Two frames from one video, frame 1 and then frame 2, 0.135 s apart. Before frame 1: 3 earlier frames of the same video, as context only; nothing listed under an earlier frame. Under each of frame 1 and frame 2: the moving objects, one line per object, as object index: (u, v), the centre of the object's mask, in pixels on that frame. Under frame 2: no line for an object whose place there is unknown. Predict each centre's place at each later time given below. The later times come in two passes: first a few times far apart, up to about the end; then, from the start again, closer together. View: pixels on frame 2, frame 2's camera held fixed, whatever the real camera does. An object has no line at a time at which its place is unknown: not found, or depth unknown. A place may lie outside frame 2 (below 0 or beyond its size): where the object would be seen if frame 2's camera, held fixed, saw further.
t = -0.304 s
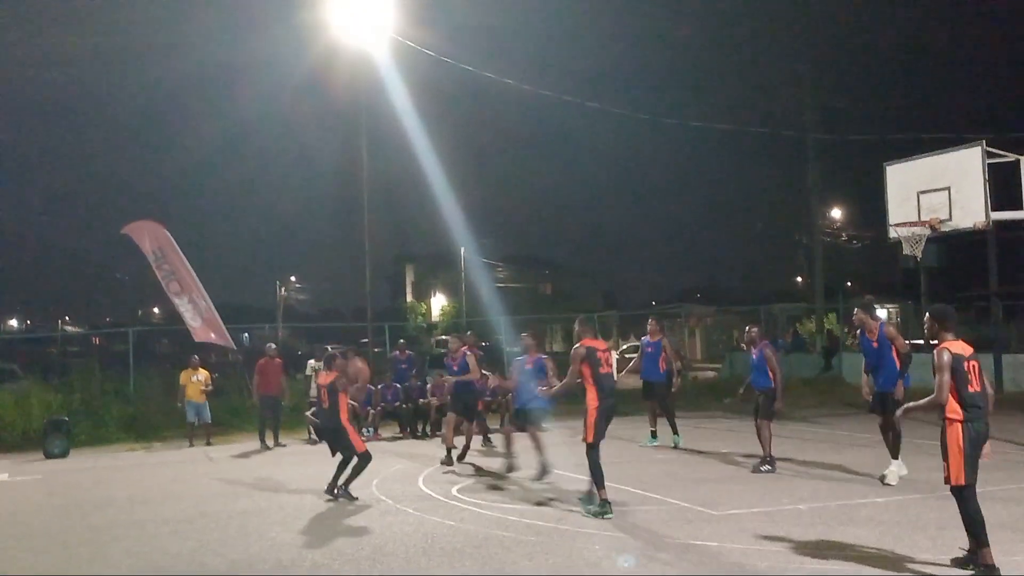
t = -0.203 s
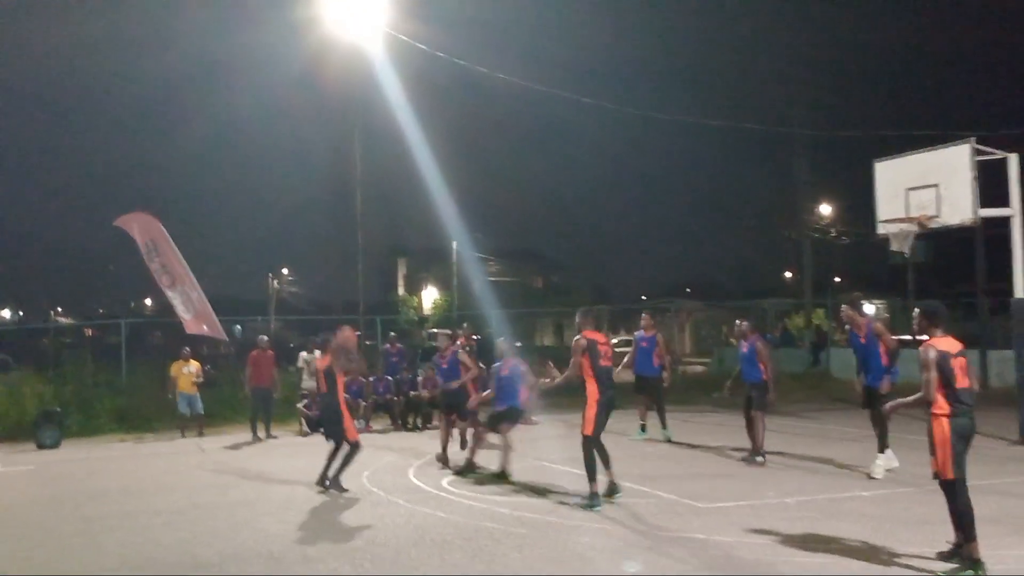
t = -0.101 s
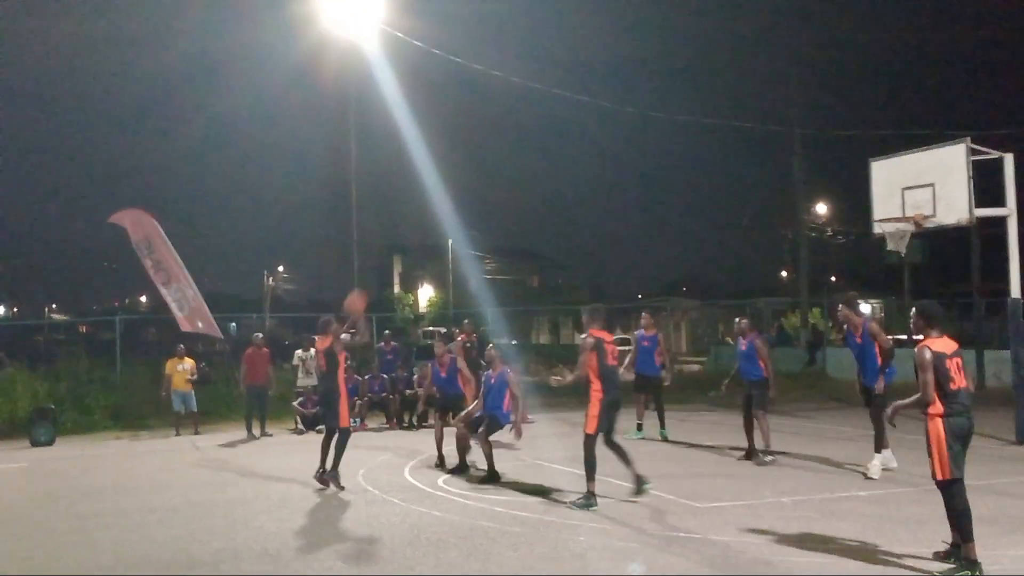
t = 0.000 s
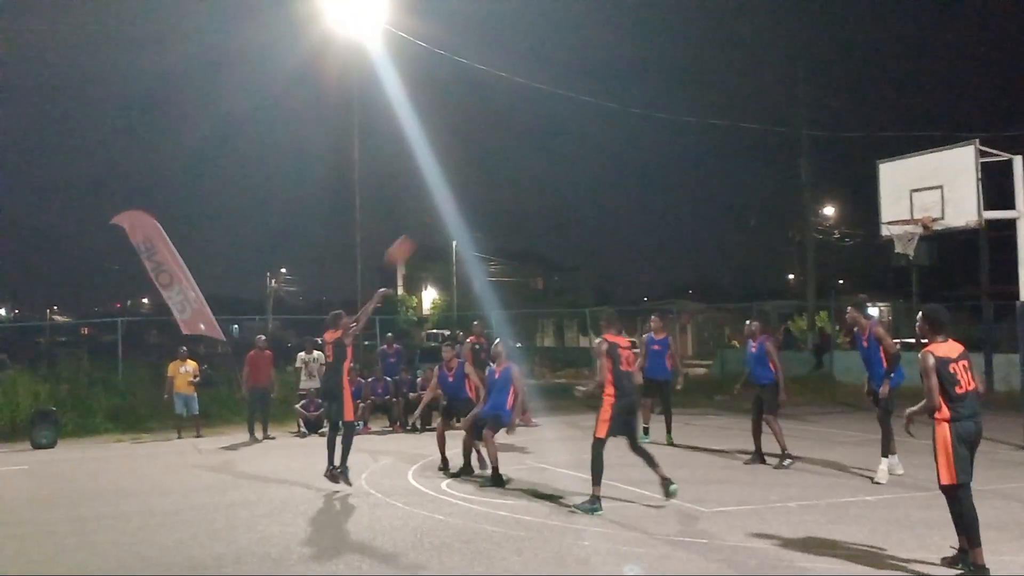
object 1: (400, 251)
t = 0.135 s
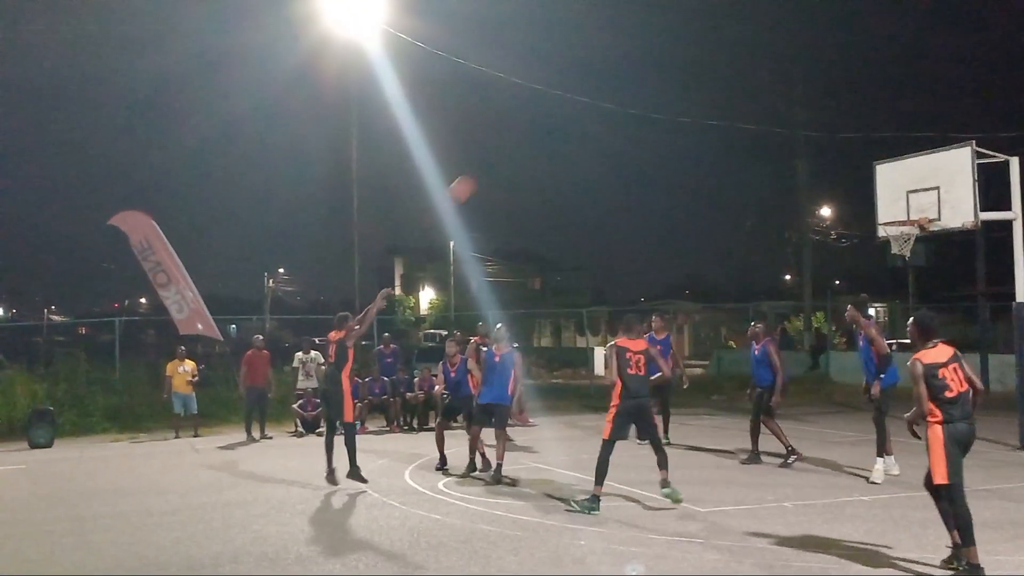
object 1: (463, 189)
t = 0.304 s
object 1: (535, 135)
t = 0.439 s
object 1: (591, 109)
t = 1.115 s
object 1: (848, 178)
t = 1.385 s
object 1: (904, 203)
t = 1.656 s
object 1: (886, 187)
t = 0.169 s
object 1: (476, 177)
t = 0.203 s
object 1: (491, 165)
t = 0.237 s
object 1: (506, 154)
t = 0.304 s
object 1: (535, 135)
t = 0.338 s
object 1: (549, 127)
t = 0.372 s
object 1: (563, 120)
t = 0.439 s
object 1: (591, 109)
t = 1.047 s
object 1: (823, 156)
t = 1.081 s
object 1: (835, 167)
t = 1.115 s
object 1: (848, 178)
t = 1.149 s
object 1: (860, 190)
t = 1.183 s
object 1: (869, 201)
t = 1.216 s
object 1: (881, 214)
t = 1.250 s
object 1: (892, 215)
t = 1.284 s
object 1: (901, 216)
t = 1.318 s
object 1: (908, 215)
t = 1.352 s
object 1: (906, 210)
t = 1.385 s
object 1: (904, 203)
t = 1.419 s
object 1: (901, 198)
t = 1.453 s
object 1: (899, 194)
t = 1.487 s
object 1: (897, 191)
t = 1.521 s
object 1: (894, 188)
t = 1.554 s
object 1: (892, 186)
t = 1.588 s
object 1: (890, 186)
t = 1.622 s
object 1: (888, 186)
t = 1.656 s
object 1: (886, 187)
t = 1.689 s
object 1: (884, 188)
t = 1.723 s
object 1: (881, 191)
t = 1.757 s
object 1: (879, 195)
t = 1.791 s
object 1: (877, 199)
